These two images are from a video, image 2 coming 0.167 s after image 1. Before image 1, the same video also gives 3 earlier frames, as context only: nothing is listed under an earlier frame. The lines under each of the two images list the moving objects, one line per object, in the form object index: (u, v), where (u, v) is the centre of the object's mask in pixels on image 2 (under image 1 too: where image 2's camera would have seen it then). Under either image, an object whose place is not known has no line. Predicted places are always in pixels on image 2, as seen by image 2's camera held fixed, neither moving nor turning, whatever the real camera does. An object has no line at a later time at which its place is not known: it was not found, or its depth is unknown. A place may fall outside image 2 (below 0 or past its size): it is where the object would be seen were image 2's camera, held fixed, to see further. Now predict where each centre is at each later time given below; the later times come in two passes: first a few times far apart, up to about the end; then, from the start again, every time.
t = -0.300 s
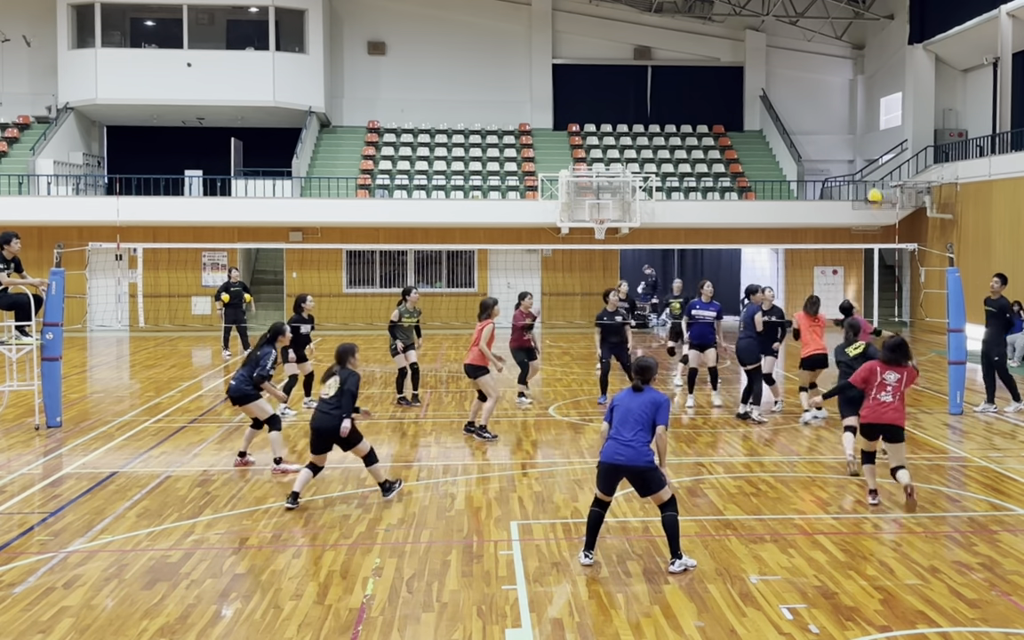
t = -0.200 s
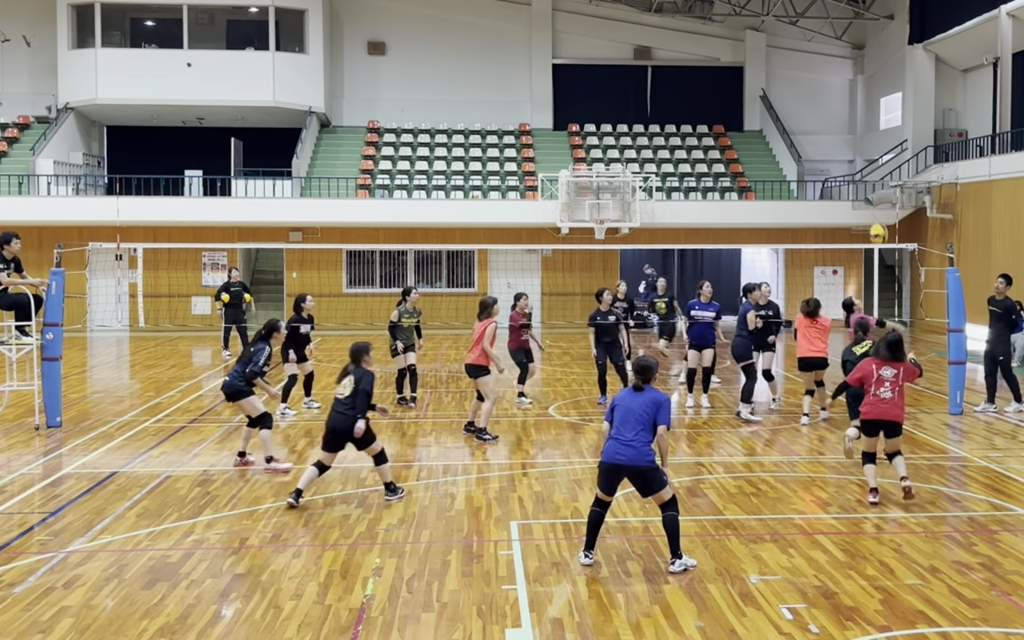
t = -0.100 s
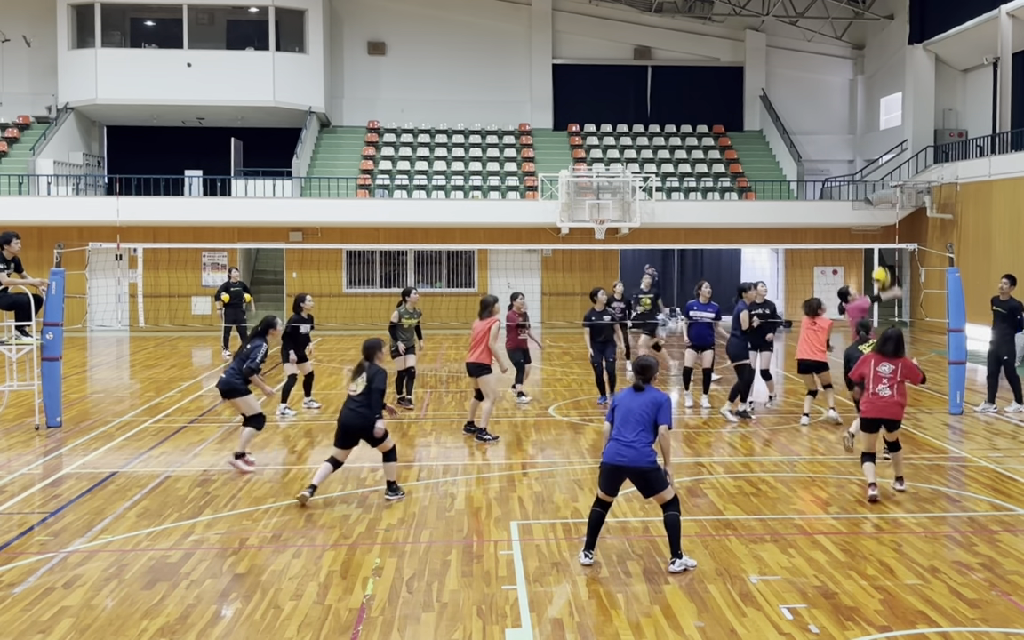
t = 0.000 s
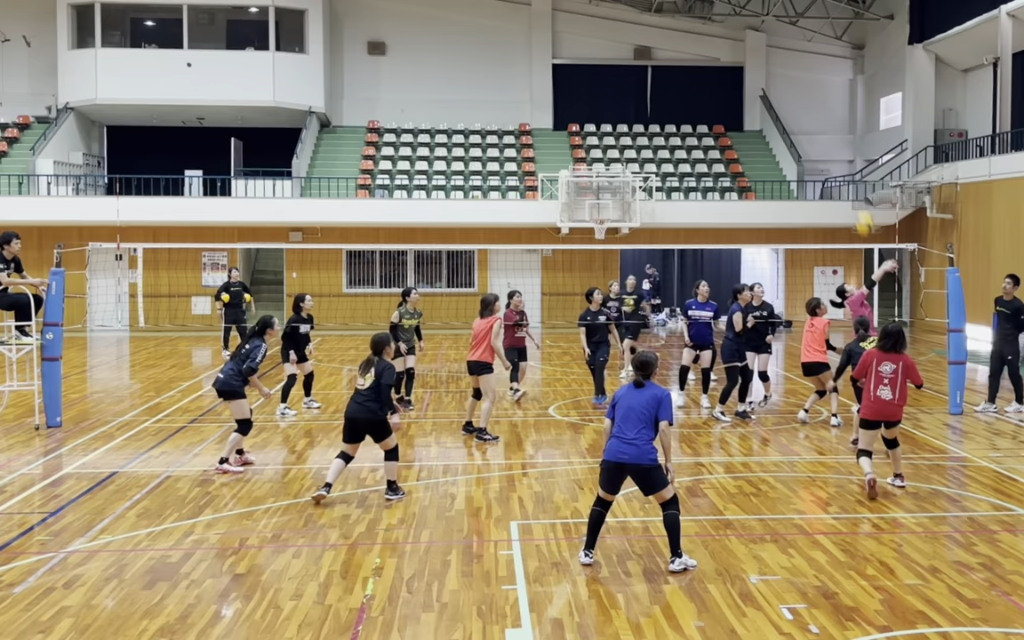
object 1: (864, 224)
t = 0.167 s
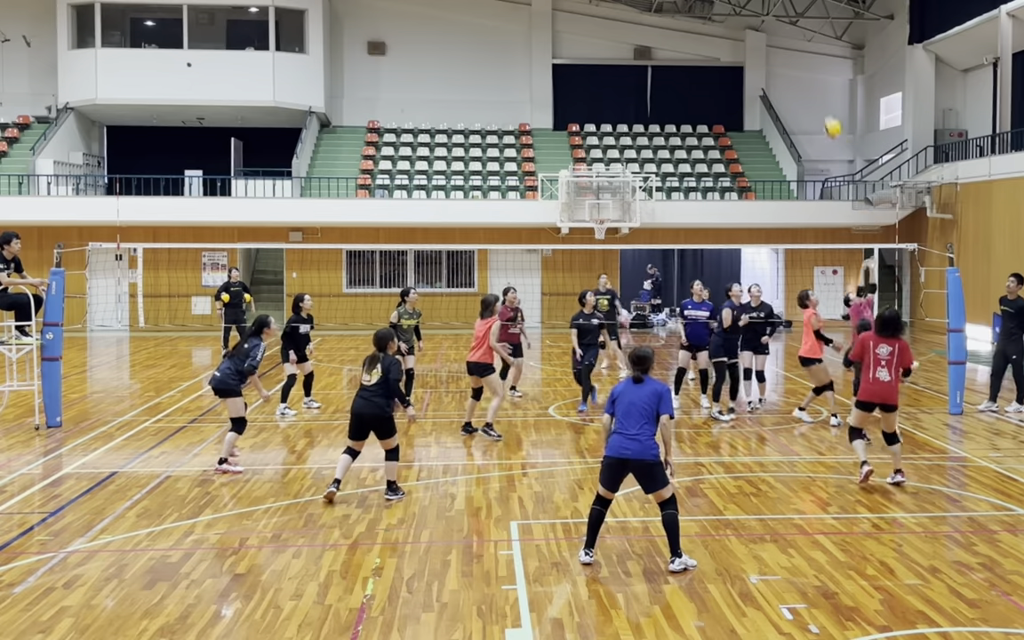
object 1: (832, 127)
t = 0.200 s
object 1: (826, 112)
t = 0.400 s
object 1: (786, 38)
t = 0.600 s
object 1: (746, 4)
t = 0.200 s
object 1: (826, 112)
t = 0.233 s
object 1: (820, 97)
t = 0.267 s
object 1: (813, 83)
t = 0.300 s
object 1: (806, 70)
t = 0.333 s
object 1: (800, 59)
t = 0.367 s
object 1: (793, 48)
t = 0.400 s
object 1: (786, 38)
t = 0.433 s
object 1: (779, 29)
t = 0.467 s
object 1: (773, 21)
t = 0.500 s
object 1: (766, 14)
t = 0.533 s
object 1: (760, 9)
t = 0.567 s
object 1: (754, 5)
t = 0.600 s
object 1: (746, 4)
